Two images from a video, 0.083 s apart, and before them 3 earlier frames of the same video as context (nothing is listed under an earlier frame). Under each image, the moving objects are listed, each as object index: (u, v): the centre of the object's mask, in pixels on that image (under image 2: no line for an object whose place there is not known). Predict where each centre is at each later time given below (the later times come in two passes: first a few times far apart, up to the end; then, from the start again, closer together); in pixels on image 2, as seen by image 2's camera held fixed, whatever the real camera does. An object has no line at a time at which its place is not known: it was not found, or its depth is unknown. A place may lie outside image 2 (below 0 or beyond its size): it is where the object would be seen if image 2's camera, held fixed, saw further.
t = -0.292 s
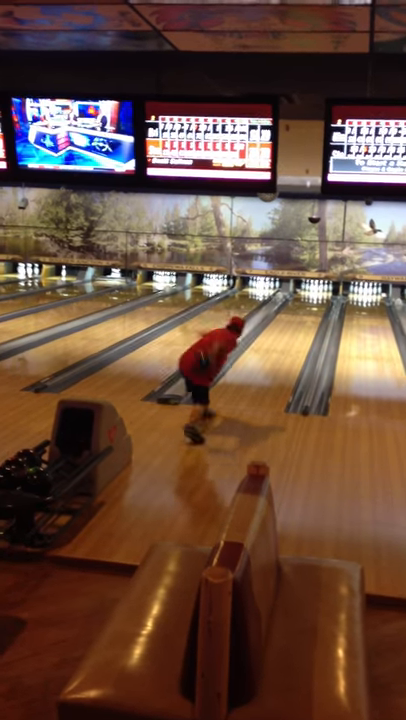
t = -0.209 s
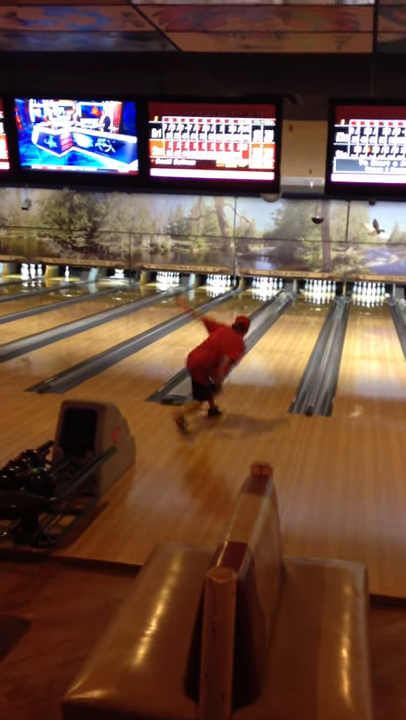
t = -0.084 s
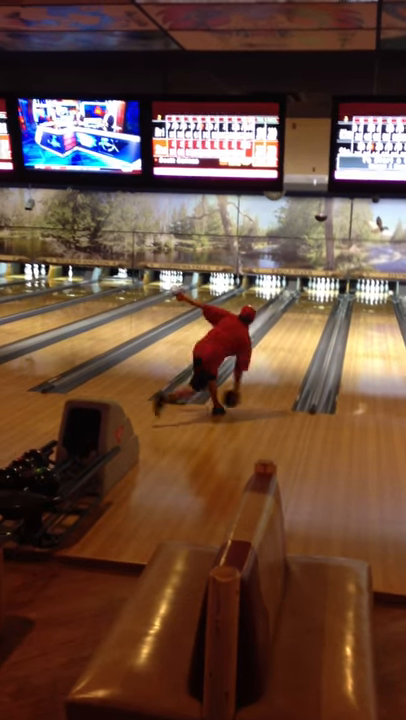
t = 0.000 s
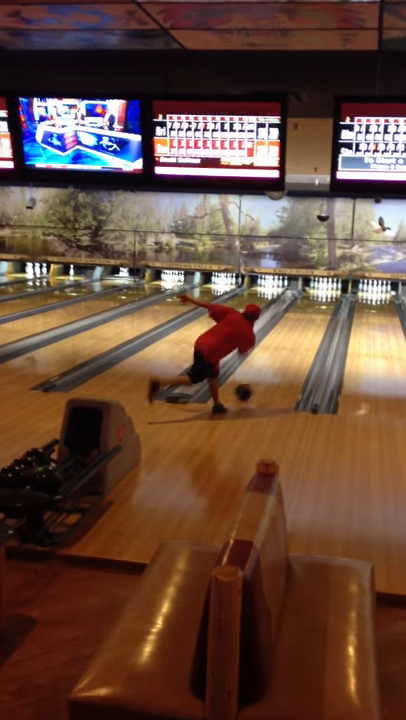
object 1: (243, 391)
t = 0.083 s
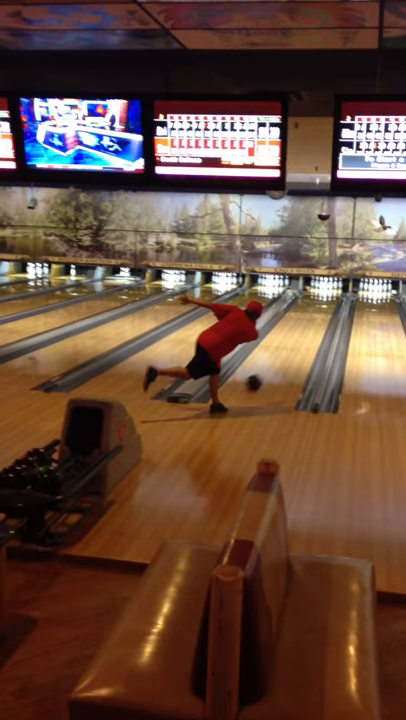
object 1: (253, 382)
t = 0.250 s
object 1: (270, 366)
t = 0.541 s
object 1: (290, 343)
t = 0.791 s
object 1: (304, 330)
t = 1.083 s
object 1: (316, 317)
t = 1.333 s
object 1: (323, 308)
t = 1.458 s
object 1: (326, 305)
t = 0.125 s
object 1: (257, 379)
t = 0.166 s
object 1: (262, 374)
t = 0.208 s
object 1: (266, 370)
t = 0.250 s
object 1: (270, 366)
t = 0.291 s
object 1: (273, 362)
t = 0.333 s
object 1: (276, 359)
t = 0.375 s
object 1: (279, 356)
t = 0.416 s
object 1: (283, 352)
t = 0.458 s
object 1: (285, 349)
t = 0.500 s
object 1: (289, 347)
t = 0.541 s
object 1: (290, 343)
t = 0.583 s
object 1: (293, 341)
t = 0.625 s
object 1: (296, 338)
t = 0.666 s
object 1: (297, 336)
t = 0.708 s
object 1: (301, 334)
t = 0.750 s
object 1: (301, 332)
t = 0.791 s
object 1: (304, 330)
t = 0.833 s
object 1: (306, 327)
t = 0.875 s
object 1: (308, 325)
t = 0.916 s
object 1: (310, 324)
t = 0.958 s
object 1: (311, 322)
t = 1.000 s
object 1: (313, 320)
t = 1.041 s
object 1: (314, 319)
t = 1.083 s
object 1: (316, 317)
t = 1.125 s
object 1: (317, 316)
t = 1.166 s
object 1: (319, 314)
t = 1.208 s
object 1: (320, 312)
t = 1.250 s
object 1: (321, 311)
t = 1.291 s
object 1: (322, 309)
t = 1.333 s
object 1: (323, 308)
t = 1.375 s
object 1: (323, 307)
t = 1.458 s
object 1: (326, 305)
